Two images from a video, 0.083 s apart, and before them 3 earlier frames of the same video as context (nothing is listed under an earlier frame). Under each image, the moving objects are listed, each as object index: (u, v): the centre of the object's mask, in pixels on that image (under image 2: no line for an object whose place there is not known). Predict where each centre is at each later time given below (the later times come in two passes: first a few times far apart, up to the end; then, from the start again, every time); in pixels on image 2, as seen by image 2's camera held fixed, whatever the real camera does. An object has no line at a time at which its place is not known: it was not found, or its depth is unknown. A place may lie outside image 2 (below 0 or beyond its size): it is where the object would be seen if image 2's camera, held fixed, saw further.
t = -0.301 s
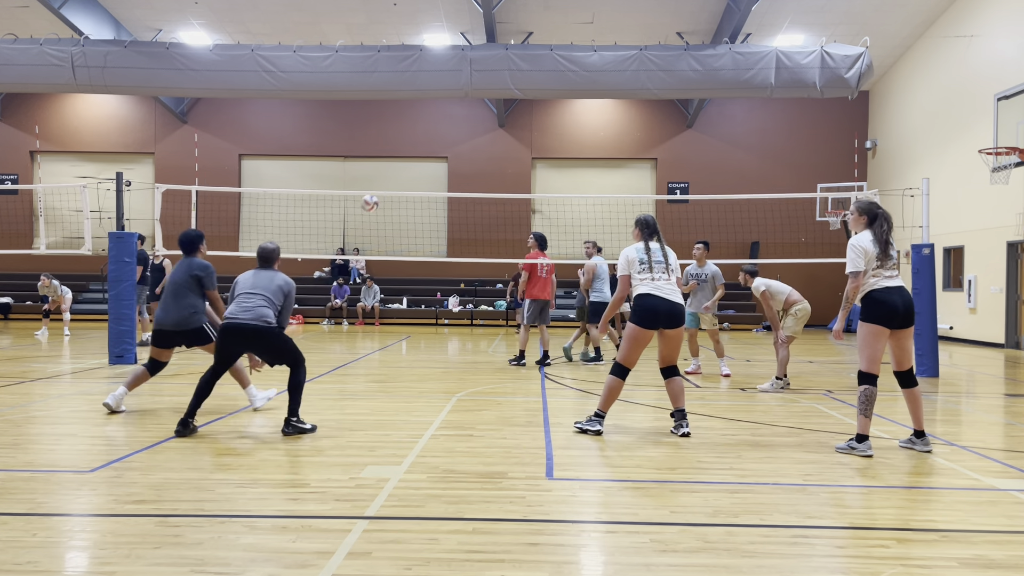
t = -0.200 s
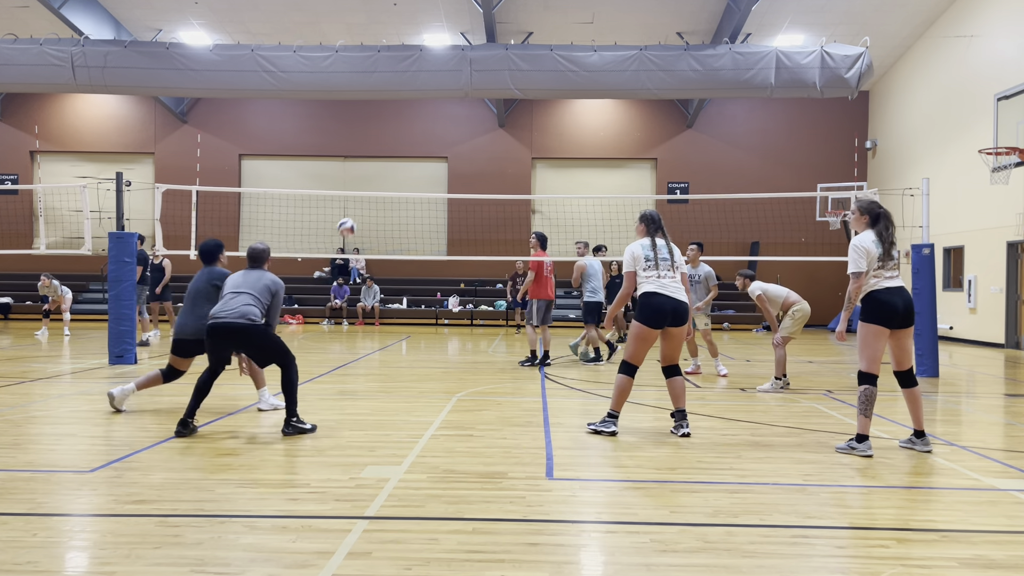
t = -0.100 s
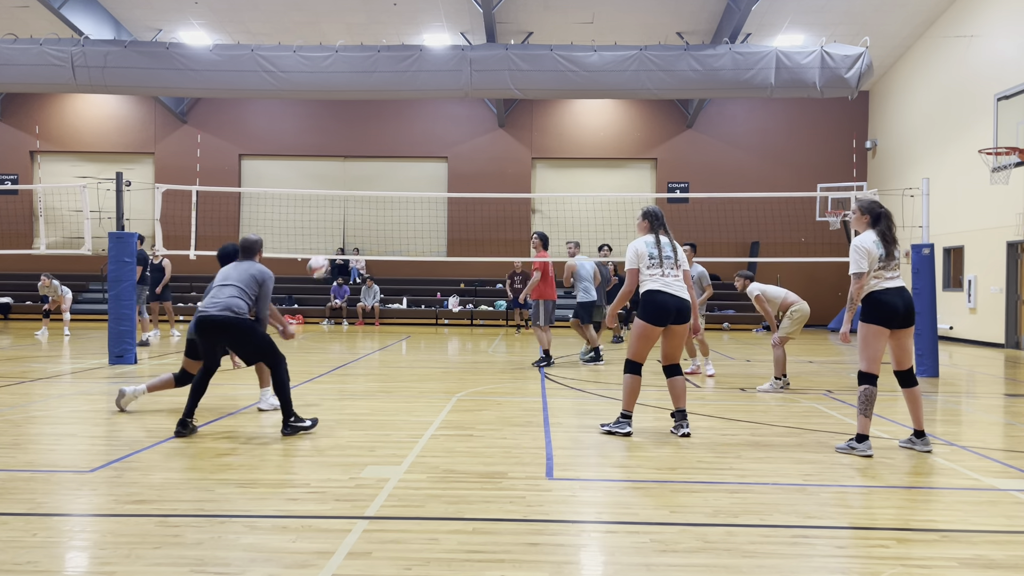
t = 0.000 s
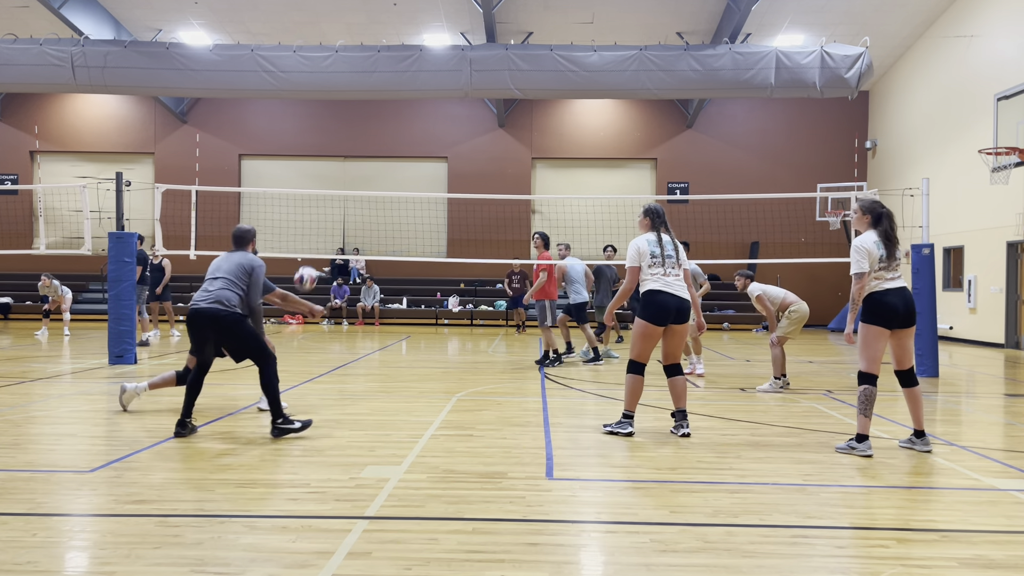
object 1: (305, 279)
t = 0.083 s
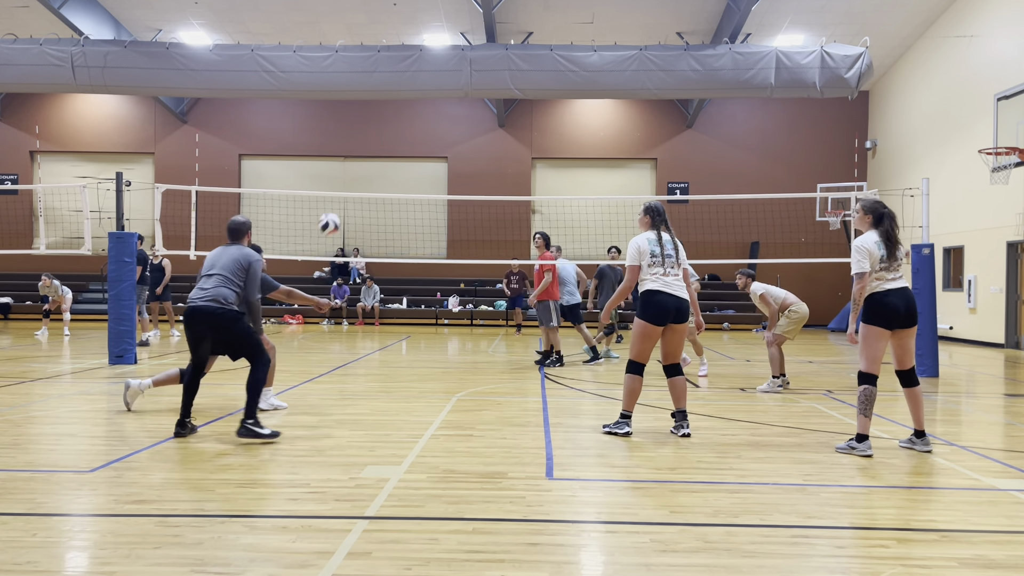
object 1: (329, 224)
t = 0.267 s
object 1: (376, 136)
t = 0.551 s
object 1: (438, 74)
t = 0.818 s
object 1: (488, 84)
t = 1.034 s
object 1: (525, 134)
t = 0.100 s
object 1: (333, 214)
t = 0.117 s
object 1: (338, 205)
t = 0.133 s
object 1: (342, 196)
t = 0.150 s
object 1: (346, 186)
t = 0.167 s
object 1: (351, 178)
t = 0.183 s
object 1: (355, 171)
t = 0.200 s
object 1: (359, 163)
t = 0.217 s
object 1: (363, 156)
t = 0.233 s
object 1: (367, 149)
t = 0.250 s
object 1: (372, 142)
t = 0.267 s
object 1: (376, 136)
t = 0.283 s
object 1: (379, 131)
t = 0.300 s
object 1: (383, 125)
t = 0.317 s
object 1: (387, 119)
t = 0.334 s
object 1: (391, 114)
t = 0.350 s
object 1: (395, 109)
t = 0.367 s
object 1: (399, 105)
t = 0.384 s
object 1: (402, 101)
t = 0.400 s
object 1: (406, 97)
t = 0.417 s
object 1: (409, 93)
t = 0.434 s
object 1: (413, 90)
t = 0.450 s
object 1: (417, 87)
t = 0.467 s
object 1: (420, 84)
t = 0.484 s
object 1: (424, 82)
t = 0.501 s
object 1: (427, 79)
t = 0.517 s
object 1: (431, 77)
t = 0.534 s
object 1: (434, 76)
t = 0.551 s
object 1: (438, 74)
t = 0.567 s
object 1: (441, 73)
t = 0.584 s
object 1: (444, 72)
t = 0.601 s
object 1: (448, 72)
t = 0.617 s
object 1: (451, 71)
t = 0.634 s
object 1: (454, 71)
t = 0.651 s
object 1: (458, 71)
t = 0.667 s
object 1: (461, 71)
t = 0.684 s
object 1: (464, 72)
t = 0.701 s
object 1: (467, 73)
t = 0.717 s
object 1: (470, 74)
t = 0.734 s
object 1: (473, 75)
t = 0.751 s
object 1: (476, 76)
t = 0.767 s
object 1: (479, 78)
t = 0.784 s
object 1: (482, 80)
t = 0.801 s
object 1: (485, 82)
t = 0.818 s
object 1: (488, 84)
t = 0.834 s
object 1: (492, 87)
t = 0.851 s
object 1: (494, 90)
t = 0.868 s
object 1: (497, 93)
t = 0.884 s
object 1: (500, 96)
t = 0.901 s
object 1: (503, 100)
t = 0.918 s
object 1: (506, 103)
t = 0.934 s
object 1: (508, 107)
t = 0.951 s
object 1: (511, 111)
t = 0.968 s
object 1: (514, 115)
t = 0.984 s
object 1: (517, 119)
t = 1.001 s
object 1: (519, 124)
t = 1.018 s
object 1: (522, 129)
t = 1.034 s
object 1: (525, 134)
